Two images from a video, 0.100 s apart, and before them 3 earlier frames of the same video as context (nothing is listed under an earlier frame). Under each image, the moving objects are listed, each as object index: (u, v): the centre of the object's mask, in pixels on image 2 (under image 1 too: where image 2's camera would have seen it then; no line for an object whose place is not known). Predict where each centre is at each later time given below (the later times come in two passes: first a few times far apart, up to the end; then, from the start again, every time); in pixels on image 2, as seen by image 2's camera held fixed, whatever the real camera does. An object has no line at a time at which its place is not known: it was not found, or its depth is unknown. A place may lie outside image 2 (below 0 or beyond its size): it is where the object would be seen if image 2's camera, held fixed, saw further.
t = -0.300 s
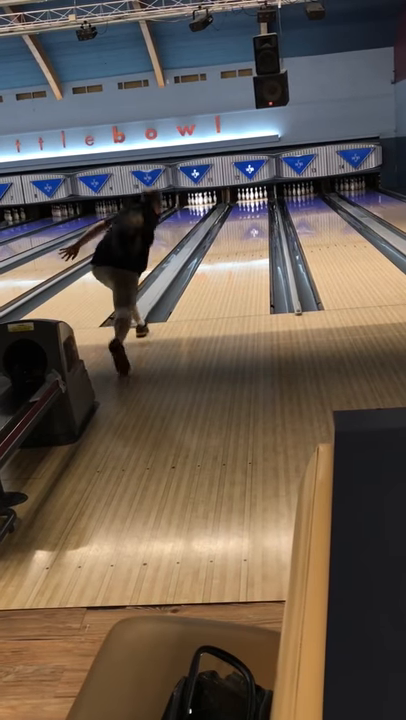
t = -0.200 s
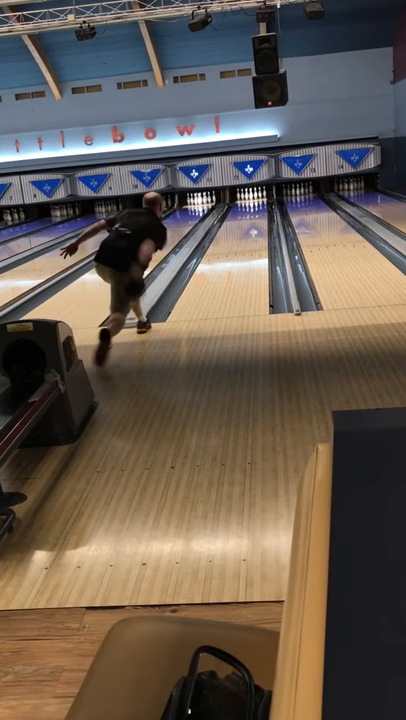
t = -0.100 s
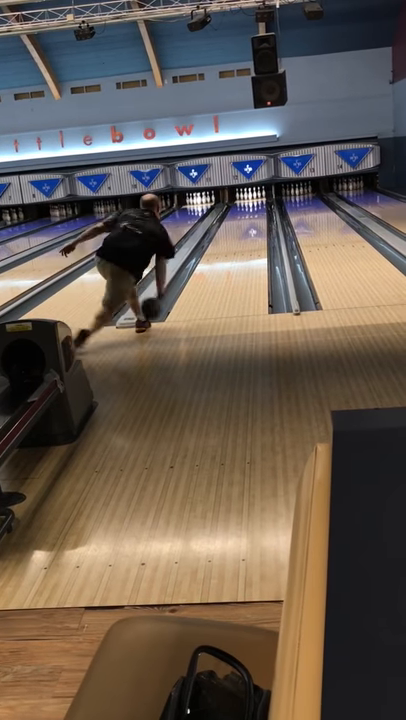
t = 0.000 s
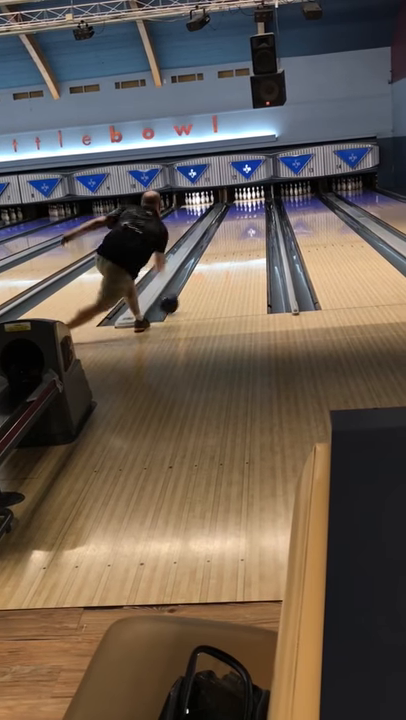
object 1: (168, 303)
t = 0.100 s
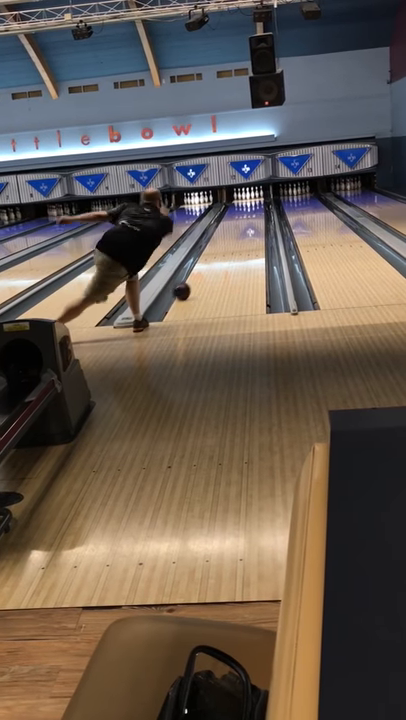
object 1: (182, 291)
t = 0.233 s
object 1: (196, 275)
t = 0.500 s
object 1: (216, 252)
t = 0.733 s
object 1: (229, 239)
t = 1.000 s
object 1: (240, 227)
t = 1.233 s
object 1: (246, 219)
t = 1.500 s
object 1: (252, 211)
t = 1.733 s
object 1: (254, 206)
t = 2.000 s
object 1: (255, 202)
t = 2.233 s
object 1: (253, 199)
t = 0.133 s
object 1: (185, 287)
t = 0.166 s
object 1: (189, 283)
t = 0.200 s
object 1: (192, 279)
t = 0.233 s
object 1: (196, 275)
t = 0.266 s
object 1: (199, 272)
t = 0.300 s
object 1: (202, 269)
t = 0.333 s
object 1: (205, 266)
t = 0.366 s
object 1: (207, 263)
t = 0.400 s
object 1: (210, 259)
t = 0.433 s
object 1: (212, 257)
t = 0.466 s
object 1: (214, 255)
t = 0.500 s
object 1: (216, 252)
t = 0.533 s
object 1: (218, 250)
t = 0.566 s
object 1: (220, 248)
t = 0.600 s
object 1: (222, 246)
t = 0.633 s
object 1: (224, 244)
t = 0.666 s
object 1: (226, 243)
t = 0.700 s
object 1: (228, 241)
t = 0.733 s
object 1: (229, 239)
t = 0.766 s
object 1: (231, 237)
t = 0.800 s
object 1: (232, 235)
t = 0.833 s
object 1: (233, 234)
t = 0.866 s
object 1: (235, 232)
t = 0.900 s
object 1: (236, 231)
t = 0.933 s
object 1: (237, 229)
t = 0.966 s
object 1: (239, 228)
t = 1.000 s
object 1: (240, 227)
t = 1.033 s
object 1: (241, 226)
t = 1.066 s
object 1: (242, 224)
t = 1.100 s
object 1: (243, 223)
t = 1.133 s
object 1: (244, 222)
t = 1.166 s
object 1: (245, 221)
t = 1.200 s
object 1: (246, 220)
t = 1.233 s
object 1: (246, 219)
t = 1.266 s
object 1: (247, 218)
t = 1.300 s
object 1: (248, 217)
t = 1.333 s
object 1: (249, 216)
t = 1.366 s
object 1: (250, 215)
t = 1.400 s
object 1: (250, 214)
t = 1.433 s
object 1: (251, 213)
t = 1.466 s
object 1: (251, 212)
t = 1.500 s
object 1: (252, 211)
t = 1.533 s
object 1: (252, 211)
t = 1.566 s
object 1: (253, 210)
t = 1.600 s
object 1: (253, 209)
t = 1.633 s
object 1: (253, 208)
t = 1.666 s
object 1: (254, 208)
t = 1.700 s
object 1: (254, 207)
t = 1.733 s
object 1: (254, 206)
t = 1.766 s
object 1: (254, 206)
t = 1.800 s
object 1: (255, 205)
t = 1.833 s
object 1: (255, 205)
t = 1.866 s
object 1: (255, 204)
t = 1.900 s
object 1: (255, 203)
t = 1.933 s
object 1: (255, 203)
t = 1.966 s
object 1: (255, 202)
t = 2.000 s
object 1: (255, 202)
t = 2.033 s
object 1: (255, 201)
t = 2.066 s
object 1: (255, 201)
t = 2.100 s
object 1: (254, 200)
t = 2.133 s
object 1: (254, 200)
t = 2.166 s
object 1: (254, 200)
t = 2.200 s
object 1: (253, 199)
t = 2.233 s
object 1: (253, 199)
